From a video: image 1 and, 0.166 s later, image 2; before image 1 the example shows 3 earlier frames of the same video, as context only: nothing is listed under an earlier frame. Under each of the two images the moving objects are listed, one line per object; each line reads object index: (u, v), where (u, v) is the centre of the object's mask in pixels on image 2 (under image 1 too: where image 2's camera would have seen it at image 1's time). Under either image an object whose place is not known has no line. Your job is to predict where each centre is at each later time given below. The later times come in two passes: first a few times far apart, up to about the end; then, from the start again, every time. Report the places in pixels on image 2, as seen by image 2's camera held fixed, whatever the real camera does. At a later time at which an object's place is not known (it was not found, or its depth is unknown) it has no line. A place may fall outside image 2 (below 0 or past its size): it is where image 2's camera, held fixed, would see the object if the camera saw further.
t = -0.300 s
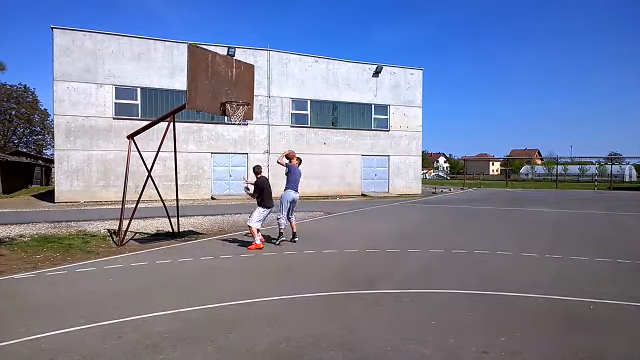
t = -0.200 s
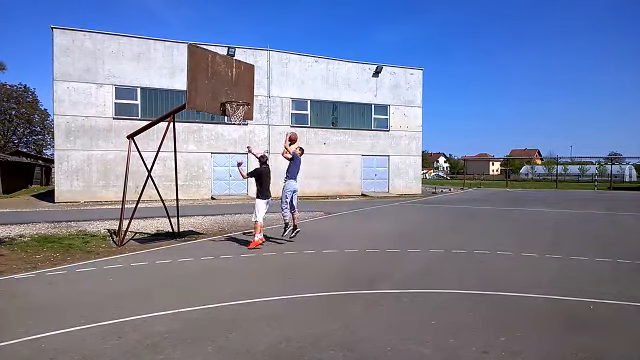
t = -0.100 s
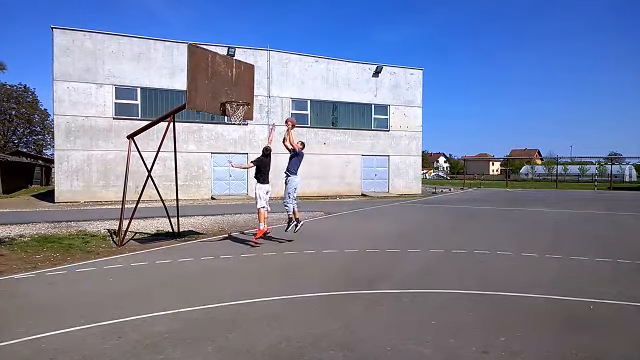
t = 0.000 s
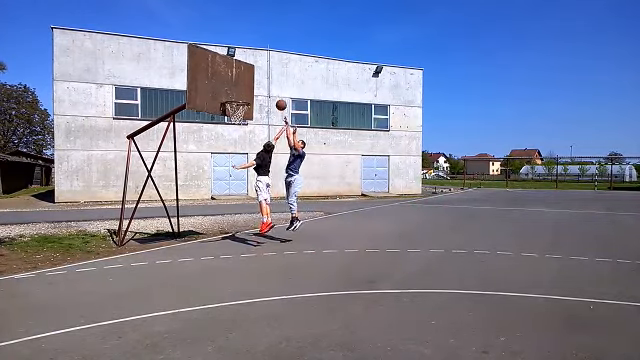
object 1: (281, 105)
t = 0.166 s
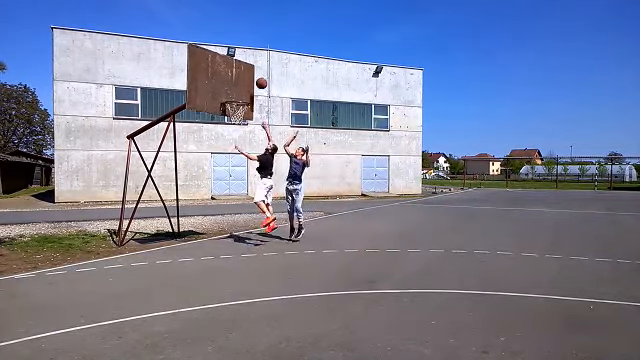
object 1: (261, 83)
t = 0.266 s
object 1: (248, 75)
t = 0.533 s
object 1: (232, 80)
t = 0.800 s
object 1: (240, 86)
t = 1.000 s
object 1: (257, 89)
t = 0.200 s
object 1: (257, 80)
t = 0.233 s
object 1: (253, 77)
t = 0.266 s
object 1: (248, 75)
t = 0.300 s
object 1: (244, 74)
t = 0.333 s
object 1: (240, 73)
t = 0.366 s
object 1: (235, 72)
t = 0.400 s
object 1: (235, 73)
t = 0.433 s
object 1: (235, 74)
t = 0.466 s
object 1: (234, 75)
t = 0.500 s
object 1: (233, 77)
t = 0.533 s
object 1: (232, 80)
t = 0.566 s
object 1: (231, 84)
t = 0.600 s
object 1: (231, 87)
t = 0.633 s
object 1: (230, 92)
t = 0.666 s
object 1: (230, 95)
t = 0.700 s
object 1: (232, 92)
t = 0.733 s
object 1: (235, 90)
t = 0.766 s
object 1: (238, 88)
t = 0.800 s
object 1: (240, 86)
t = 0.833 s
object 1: (243, 85)
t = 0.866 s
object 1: (246, 85)
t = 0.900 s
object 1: (249, 85)
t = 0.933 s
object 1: (251, 86)
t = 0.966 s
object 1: (254, 87)
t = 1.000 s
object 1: (257, 89)
